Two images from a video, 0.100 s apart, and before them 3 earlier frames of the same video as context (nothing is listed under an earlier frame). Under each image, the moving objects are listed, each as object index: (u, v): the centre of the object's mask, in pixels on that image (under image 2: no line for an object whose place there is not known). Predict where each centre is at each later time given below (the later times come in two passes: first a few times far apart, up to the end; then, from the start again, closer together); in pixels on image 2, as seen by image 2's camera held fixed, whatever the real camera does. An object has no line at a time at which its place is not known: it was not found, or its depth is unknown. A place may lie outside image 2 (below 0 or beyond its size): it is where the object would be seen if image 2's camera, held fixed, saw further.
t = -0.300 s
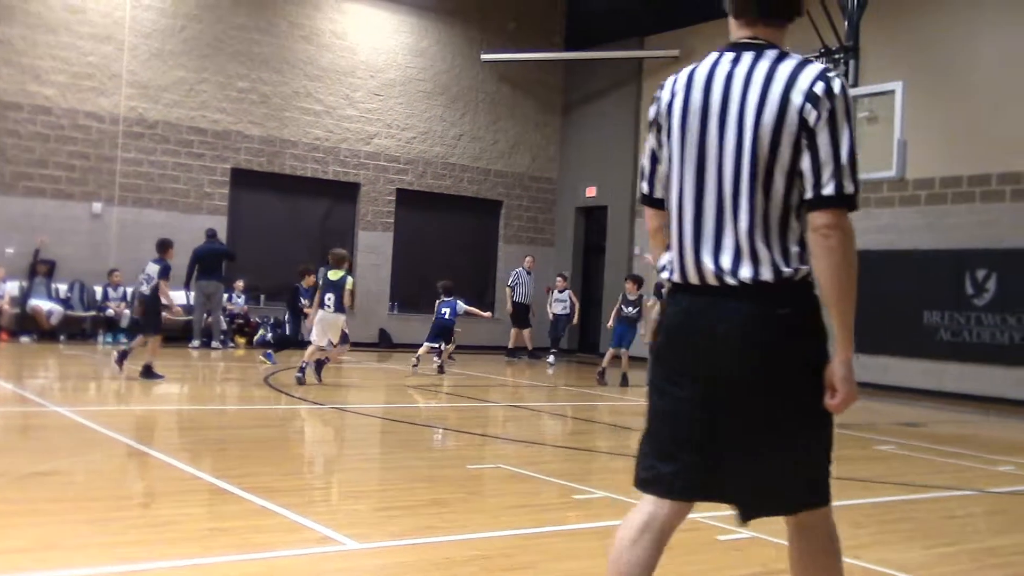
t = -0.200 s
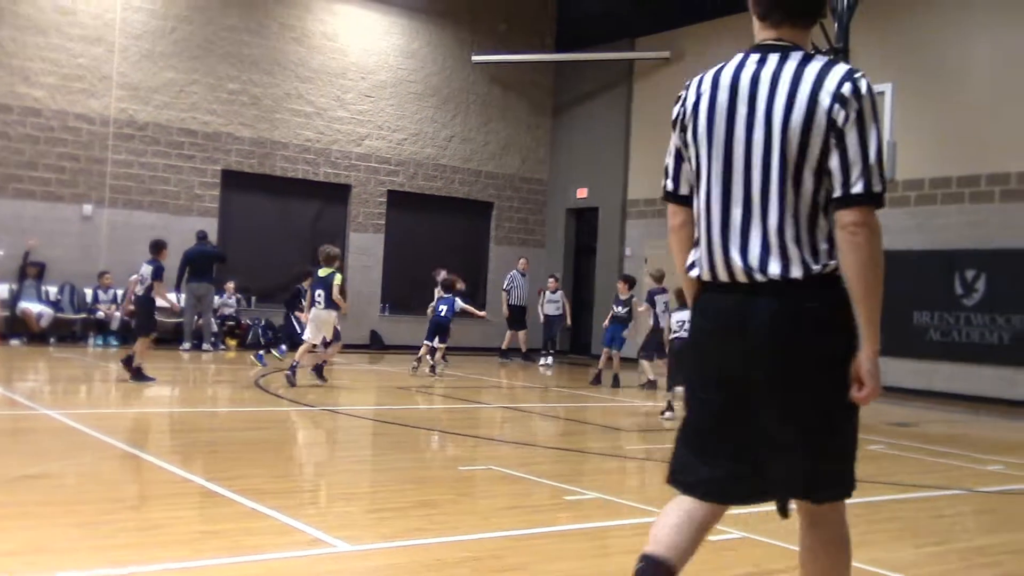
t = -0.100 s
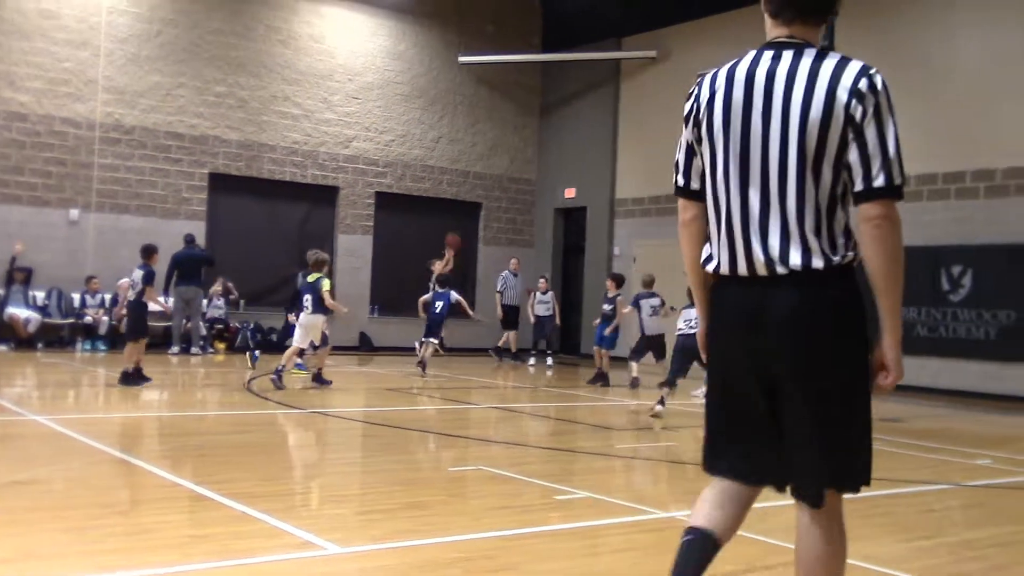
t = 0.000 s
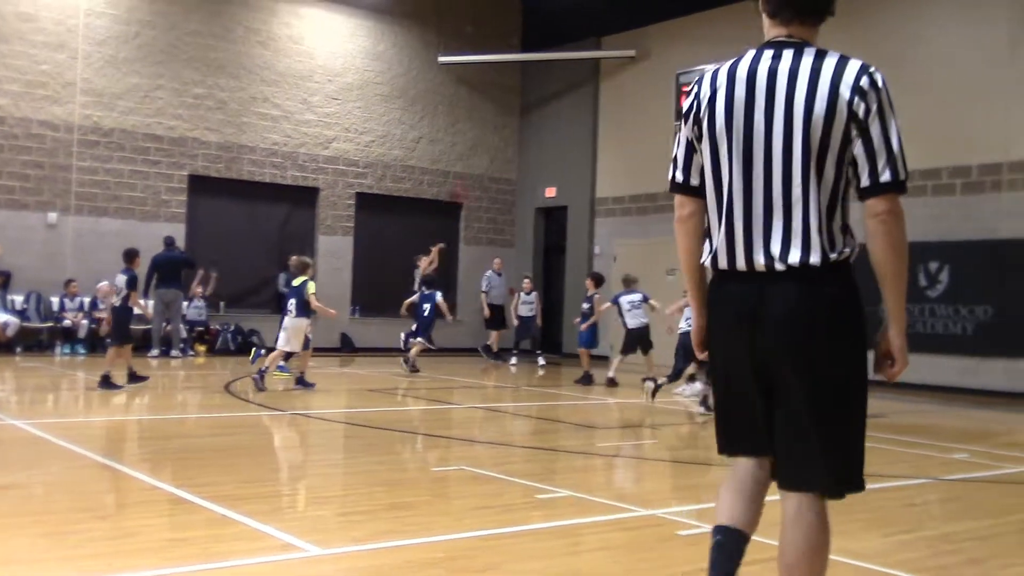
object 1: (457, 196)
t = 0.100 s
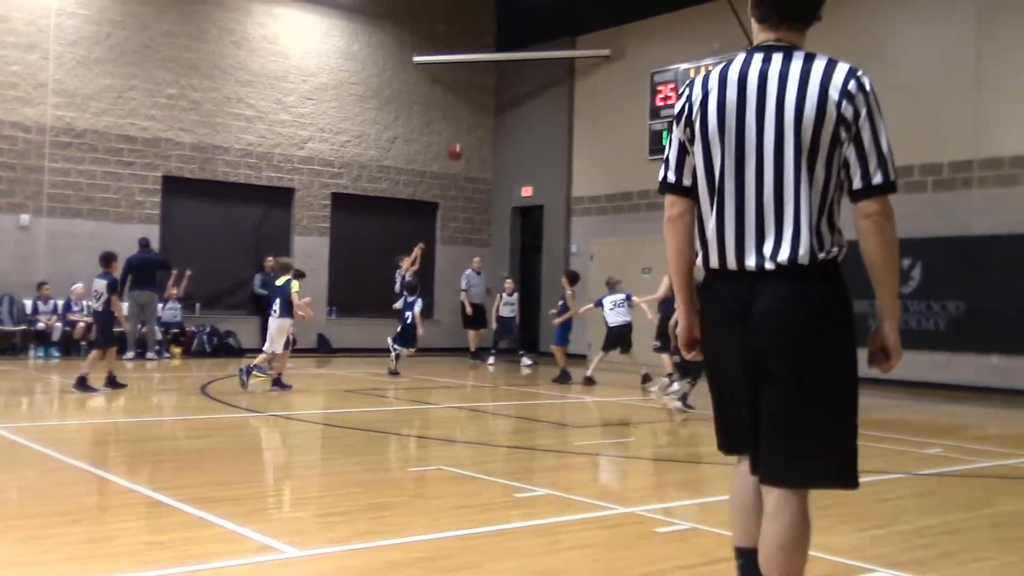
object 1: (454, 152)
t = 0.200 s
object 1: (478, 115)
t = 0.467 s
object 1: (542, 50)
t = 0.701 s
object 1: (596, 33)
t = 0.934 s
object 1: (656, 58)
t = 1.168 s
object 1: (719, 128)
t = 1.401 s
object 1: (753, 135)
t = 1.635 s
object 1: (778, 148)
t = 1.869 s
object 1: (803, 206)
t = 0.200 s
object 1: (478, 115)
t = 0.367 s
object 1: (518, 68)
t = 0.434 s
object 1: (534, 56)
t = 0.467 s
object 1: (542, 50)
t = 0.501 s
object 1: (549, 45)
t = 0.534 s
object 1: (557, 41)
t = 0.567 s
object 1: (565, 38)
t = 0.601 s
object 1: (573, 36)
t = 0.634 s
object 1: (580, 33)
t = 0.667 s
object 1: (589, 33)
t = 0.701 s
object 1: (596, 33)
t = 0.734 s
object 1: (605, 34)
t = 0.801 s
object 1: (622, 38)
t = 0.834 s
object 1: (630, 41)
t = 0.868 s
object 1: (638, 46)
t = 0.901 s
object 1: (647, 51)
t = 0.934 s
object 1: (656, 58)
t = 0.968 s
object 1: (665, 65)
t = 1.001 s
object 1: (674, 73)
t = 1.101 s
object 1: (701, 101)
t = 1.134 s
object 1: (710, 115)
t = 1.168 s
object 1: (719, 128)
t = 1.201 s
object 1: (728, 140)
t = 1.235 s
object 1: (735, 153)
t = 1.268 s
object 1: (738, 148)
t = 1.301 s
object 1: (742, 144)
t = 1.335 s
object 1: (747, 140)
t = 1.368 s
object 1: (750, 137)
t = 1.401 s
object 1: (753, 135)
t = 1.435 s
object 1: (756, 135)
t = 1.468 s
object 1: (760, 134)
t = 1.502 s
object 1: (763, 136)
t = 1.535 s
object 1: (767, 137)
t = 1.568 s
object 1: (770, 139)
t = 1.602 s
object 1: (774, 143)
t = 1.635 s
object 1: (778, 148)
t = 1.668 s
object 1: (781, 153)
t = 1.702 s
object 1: (784, 160)
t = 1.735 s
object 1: (788, 167)
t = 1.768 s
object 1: (791, 176)
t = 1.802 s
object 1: (795, 186)
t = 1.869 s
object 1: (803, 206)
